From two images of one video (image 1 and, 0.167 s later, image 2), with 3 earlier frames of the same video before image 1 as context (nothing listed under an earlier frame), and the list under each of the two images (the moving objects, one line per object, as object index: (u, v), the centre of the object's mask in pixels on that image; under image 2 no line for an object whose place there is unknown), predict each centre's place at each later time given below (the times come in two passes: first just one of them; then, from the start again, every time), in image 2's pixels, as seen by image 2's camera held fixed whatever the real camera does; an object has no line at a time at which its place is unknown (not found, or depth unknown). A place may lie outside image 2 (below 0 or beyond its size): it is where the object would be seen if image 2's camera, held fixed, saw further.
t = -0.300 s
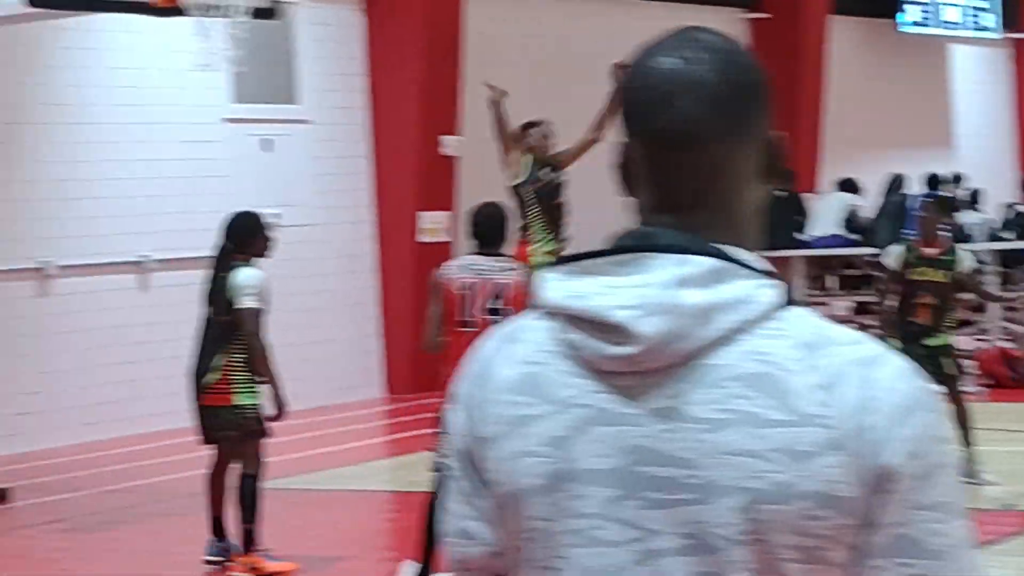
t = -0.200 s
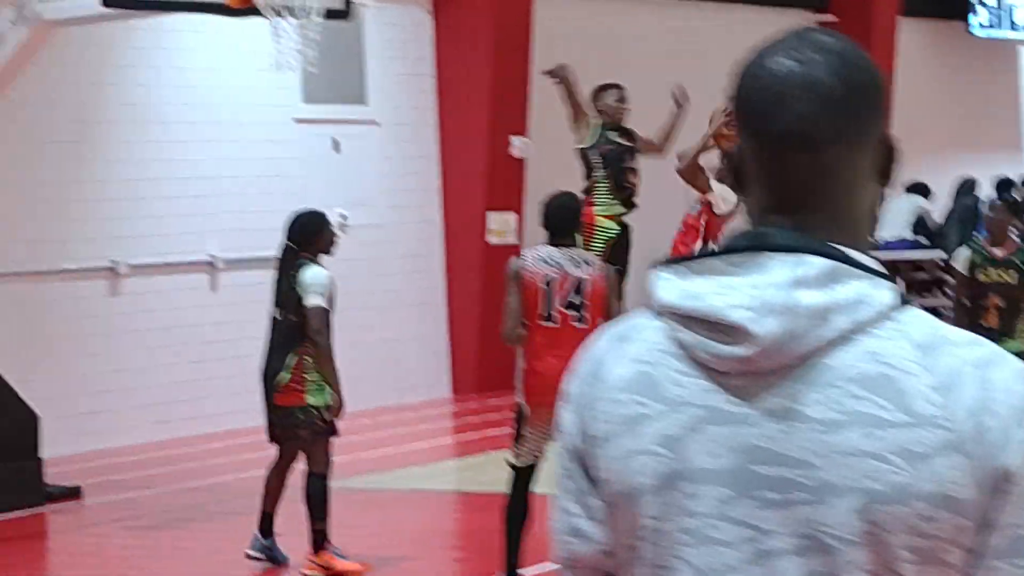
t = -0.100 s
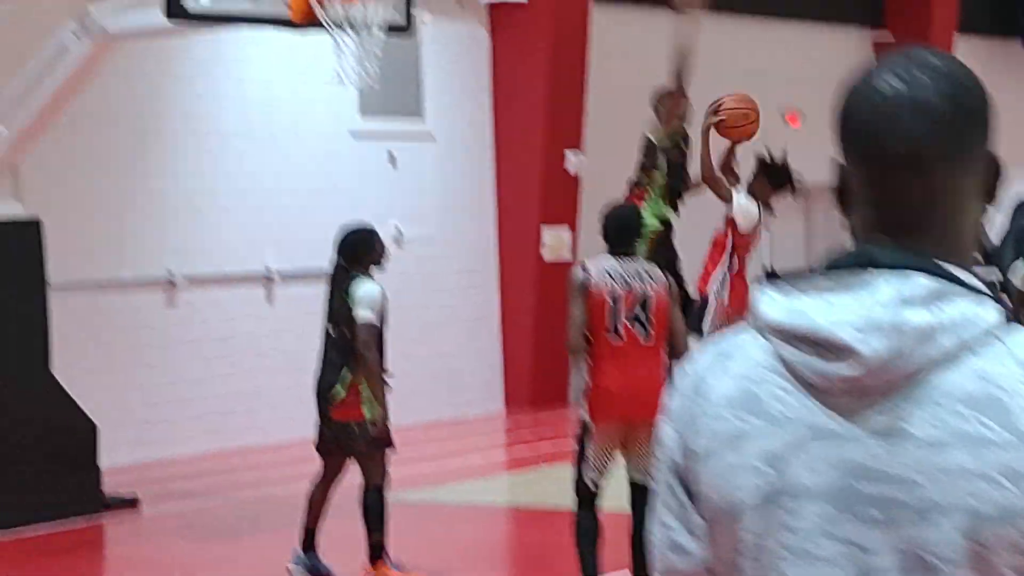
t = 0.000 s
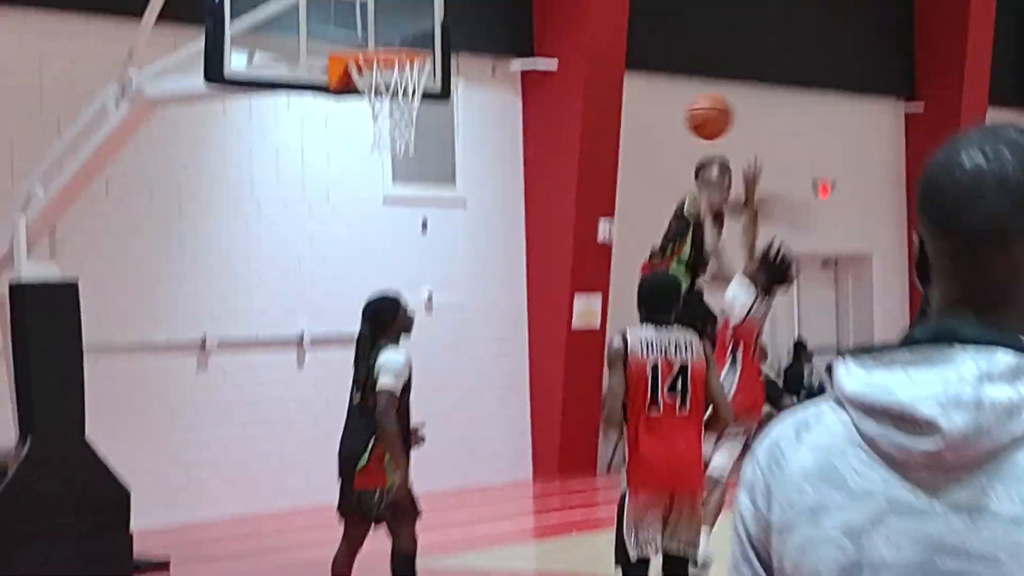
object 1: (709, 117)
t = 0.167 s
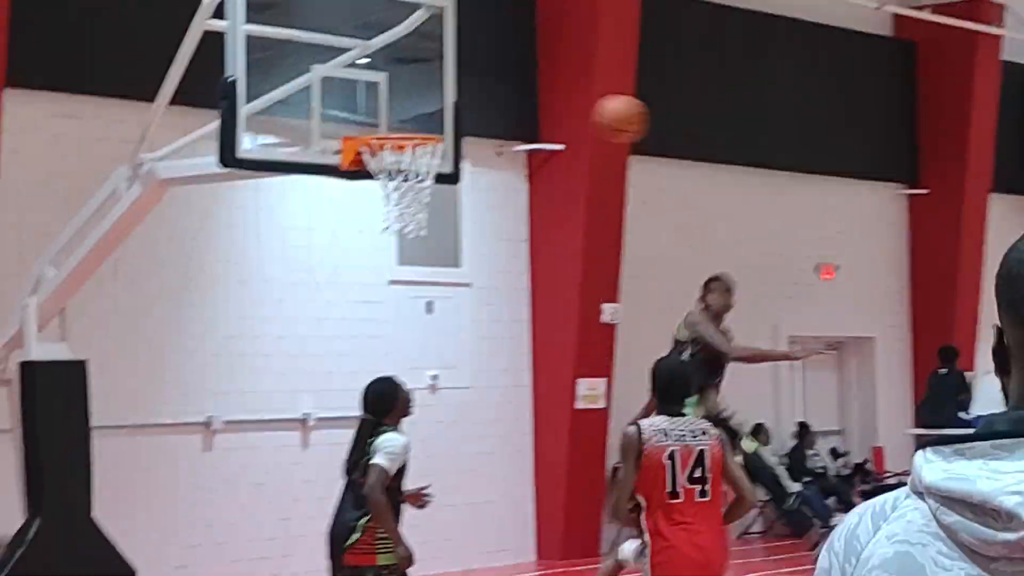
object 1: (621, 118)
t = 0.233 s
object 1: (582, 102)
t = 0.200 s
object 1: (602, 108)
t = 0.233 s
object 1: (582, 102)
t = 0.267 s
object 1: (563, 97)
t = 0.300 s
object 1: (544, 94)
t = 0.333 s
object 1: (526, 93)
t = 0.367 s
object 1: (508, 94)
